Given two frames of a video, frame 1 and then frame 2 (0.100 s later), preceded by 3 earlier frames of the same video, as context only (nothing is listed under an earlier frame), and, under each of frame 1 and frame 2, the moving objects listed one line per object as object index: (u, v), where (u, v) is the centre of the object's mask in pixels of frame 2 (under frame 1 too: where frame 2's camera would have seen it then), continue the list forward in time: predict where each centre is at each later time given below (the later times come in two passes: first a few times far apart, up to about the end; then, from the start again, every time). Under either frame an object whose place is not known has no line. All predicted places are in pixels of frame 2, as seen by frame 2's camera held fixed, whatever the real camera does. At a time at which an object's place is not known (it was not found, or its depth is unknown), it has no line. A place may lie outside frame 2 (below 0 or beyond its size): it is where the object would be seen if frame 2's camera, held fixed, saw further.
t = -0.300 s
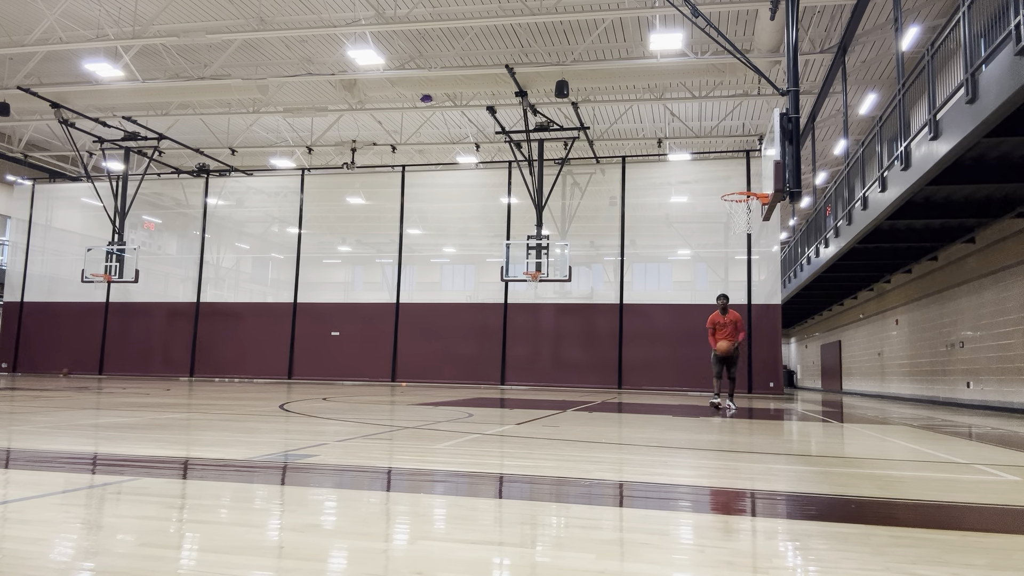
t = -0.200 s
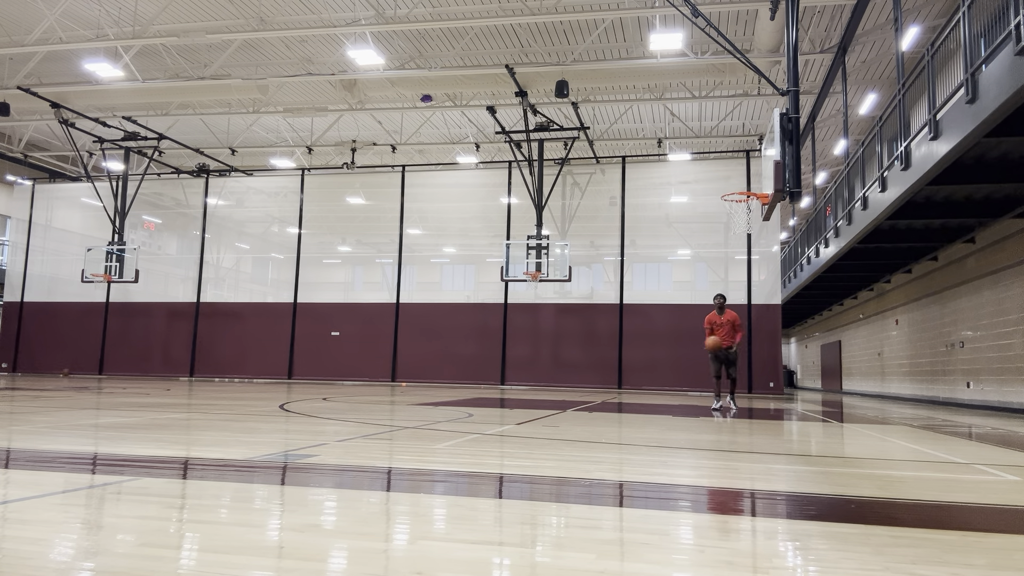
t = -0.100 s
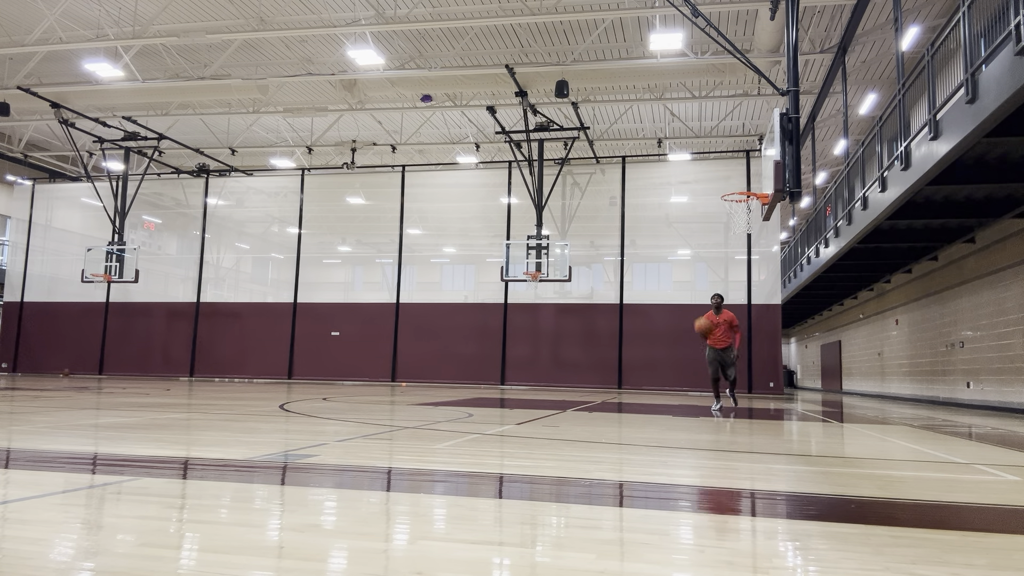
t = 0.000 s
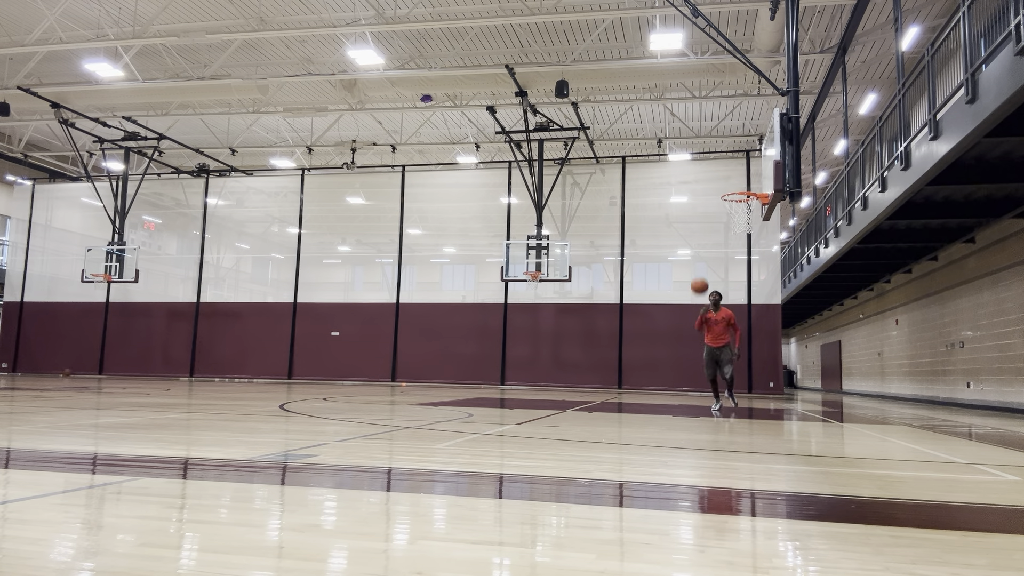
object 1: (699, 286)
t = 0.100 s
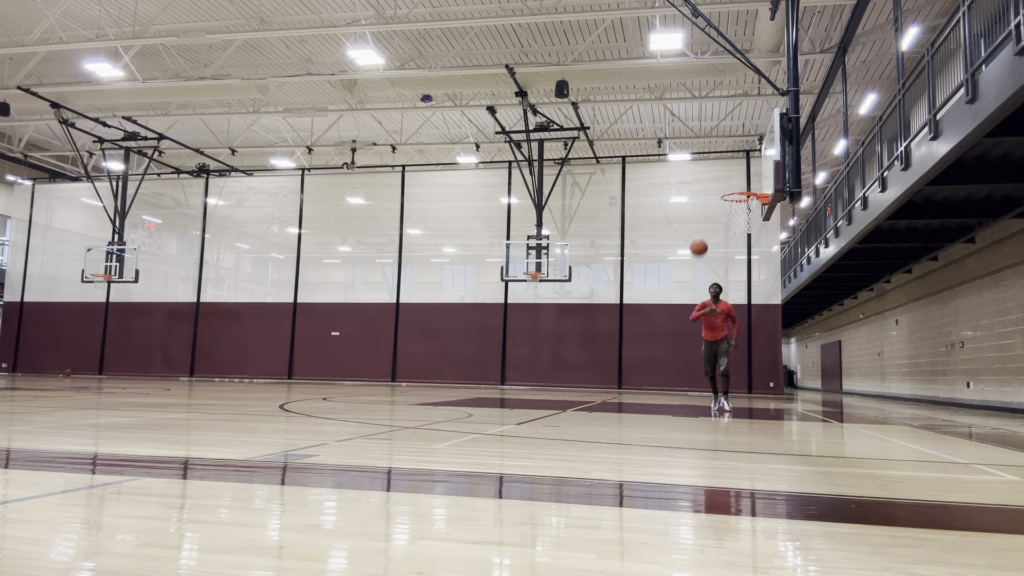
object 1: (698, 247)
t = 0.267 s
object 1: (697, 197)
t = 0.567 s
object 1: (694, 154)
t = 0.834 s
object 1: (689, 172)
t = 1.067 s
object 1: (685, 241)
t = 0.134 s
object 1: (698, 236)
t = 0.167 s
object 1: (698, 225)
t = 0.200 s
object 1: (697, 215)
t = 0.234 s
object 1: (697, 206)
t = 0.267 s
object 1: (697, 197)
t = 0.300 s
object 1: (696, 189)
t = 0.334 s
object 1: (696, 182)
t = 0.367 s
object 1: (695, 176)
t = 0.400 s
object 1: (695, 170)
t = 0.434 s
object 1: (695, 165)
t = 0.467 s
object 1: (695, 161)
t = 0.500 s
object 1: (694, 158)
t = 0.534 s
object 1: (694, 156)
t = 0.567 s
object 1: (694, 154)
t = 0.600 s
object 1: (693, 153)
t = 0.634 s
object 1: (693, 153)
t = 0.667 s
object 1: (692, 154)
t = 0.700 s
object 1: (692, 155)
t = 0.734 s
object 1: (691, 158)
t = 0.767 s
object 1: (690, 162)
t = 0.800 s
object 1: (690, 167)
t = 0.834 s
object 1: (689, 172)
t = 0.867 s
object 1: (689, 179)
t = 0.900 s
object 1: (688, 186)
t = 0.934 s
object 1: (688, 195)
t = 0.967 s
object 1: (687, 206)
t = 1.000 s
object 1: (686, 216)
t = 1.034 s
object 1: (686, 228)
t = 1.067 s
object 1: (685, 241)
